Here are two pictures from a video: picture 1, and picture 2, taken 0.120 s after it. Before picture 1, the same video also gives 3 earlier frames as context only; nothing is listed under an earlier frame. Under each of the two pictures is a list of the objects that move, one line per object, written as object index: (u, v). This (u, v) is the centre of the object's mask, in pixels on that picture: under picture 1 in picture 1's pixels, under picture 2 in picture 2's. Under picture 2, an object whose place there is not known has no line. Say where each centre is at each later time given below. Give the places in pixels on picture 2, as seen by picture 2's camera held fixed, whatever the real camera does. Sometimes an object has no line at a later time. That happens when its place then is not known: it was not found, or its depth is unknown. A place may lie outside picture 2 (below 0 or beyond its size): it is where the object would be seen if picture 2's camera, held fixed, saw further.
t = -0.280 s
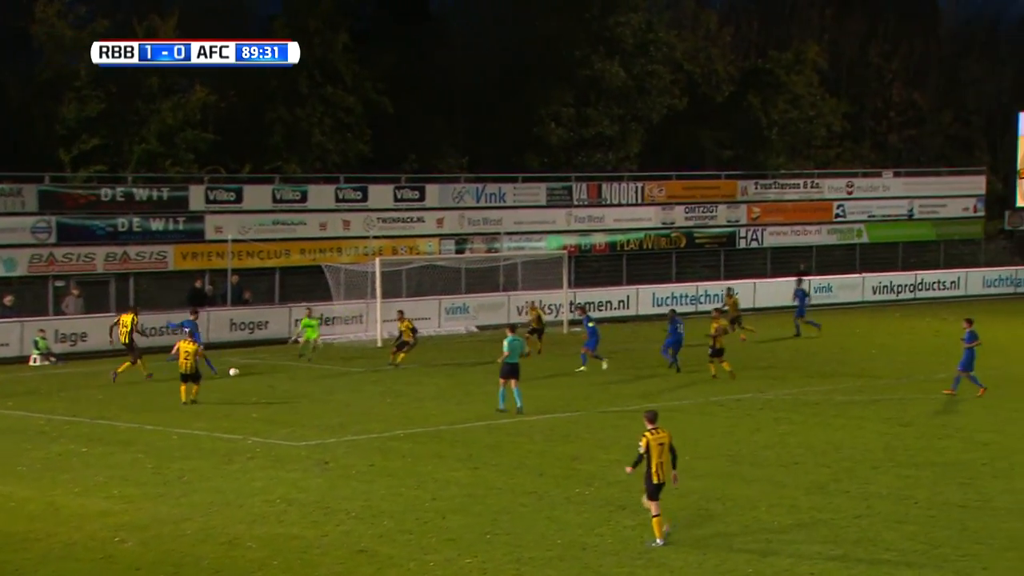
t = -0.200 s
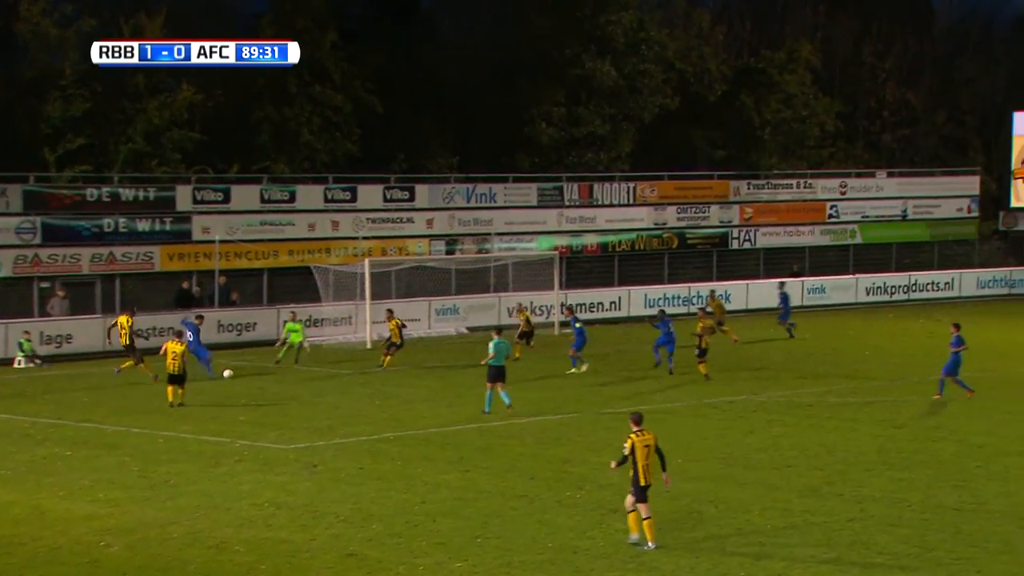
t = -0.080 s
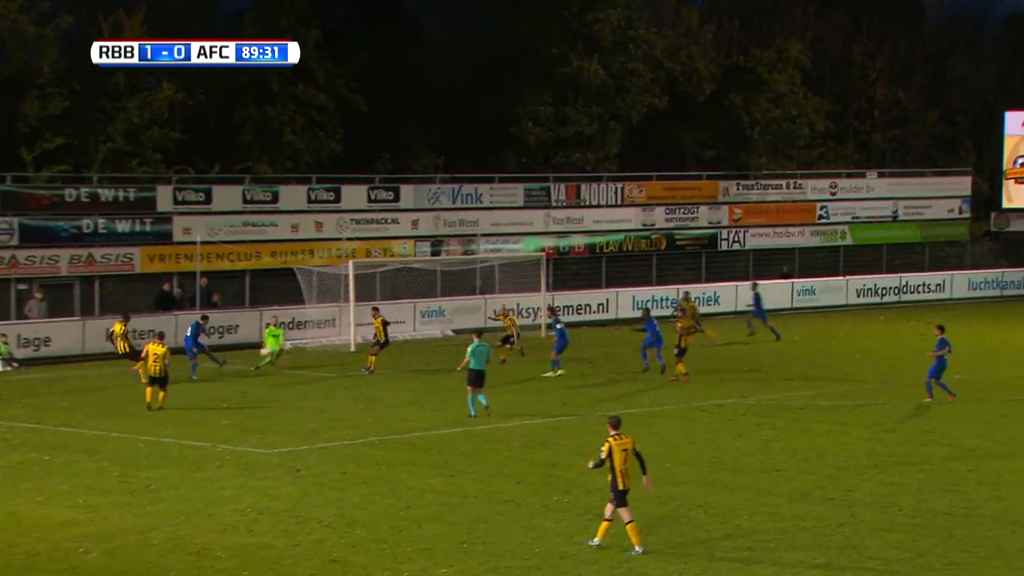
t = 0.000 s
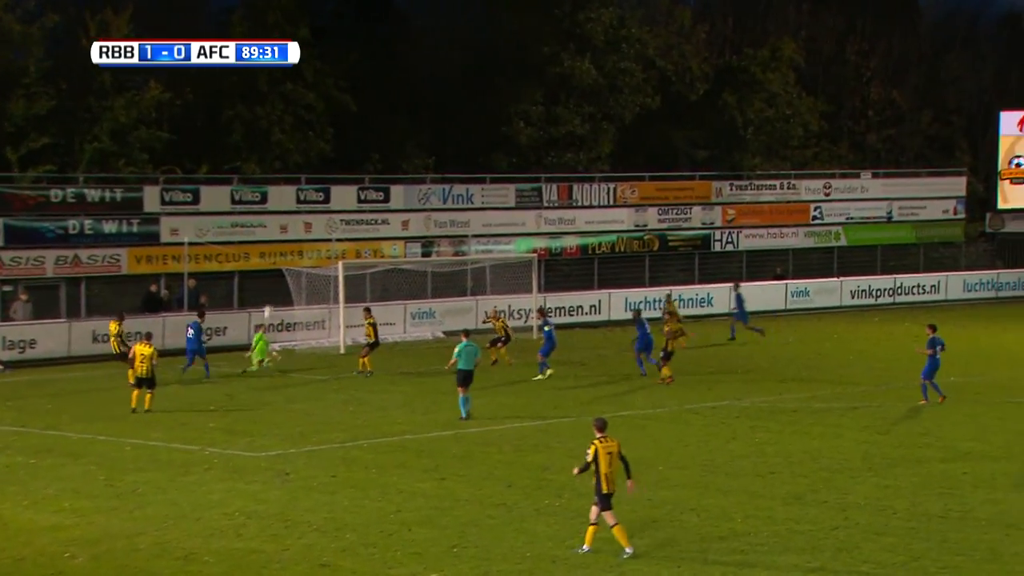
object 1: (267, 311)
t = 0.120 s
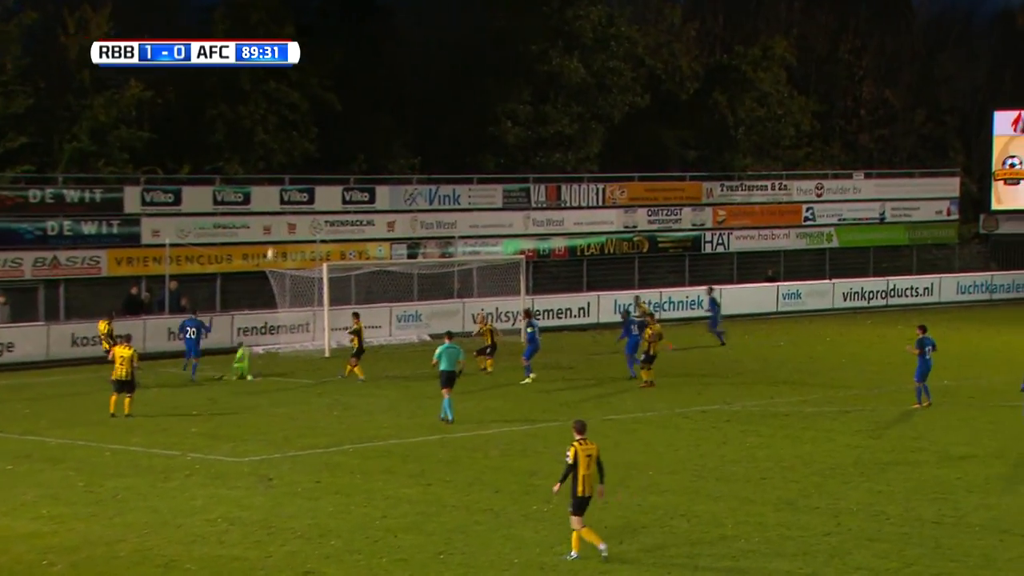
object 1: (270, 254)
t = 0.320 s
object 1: (299, 169)
